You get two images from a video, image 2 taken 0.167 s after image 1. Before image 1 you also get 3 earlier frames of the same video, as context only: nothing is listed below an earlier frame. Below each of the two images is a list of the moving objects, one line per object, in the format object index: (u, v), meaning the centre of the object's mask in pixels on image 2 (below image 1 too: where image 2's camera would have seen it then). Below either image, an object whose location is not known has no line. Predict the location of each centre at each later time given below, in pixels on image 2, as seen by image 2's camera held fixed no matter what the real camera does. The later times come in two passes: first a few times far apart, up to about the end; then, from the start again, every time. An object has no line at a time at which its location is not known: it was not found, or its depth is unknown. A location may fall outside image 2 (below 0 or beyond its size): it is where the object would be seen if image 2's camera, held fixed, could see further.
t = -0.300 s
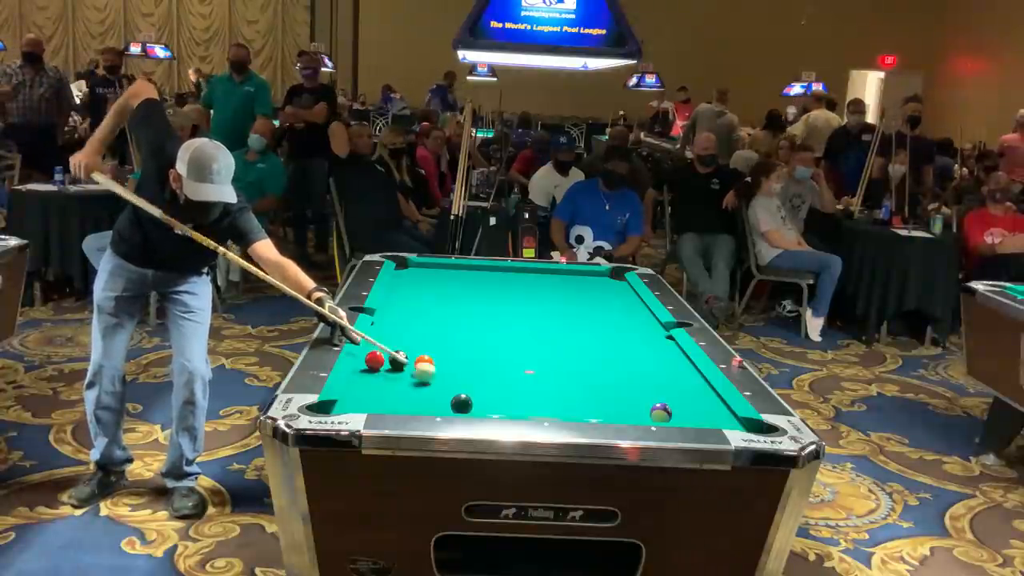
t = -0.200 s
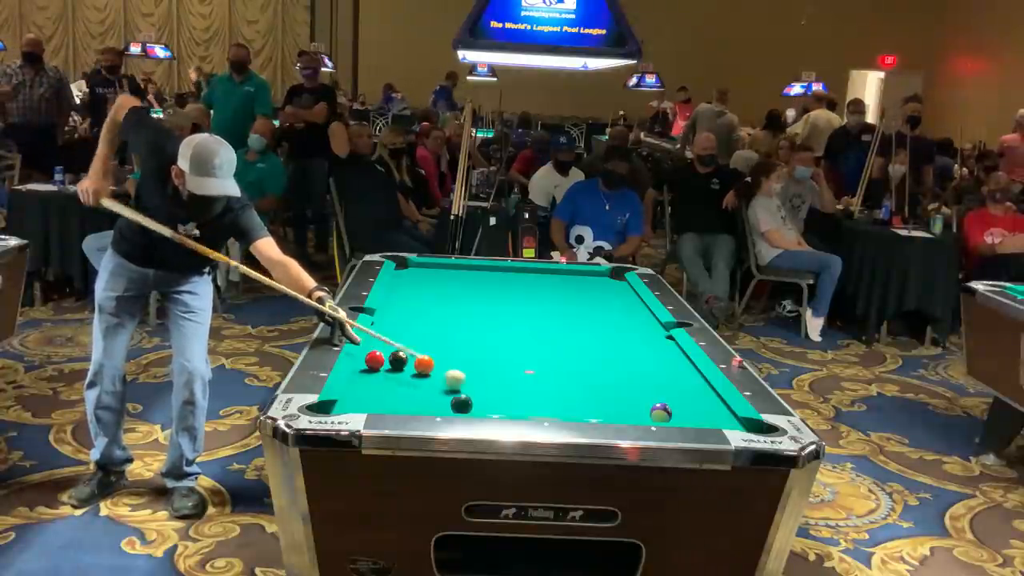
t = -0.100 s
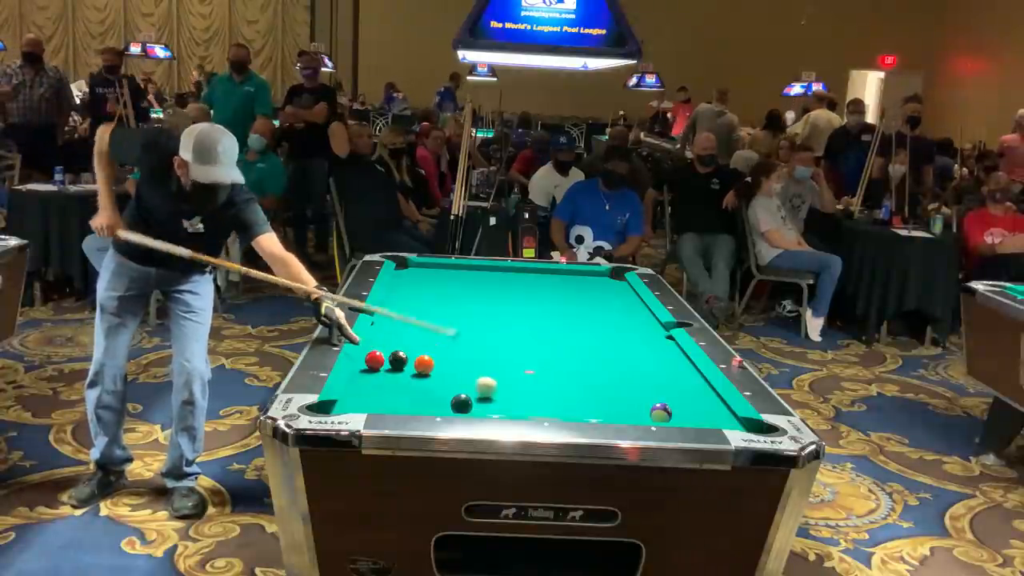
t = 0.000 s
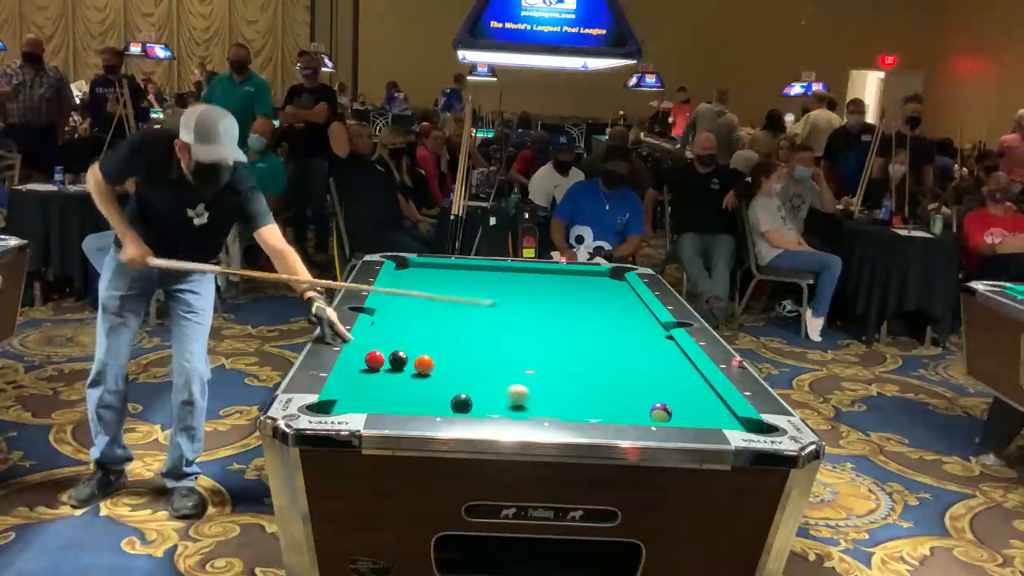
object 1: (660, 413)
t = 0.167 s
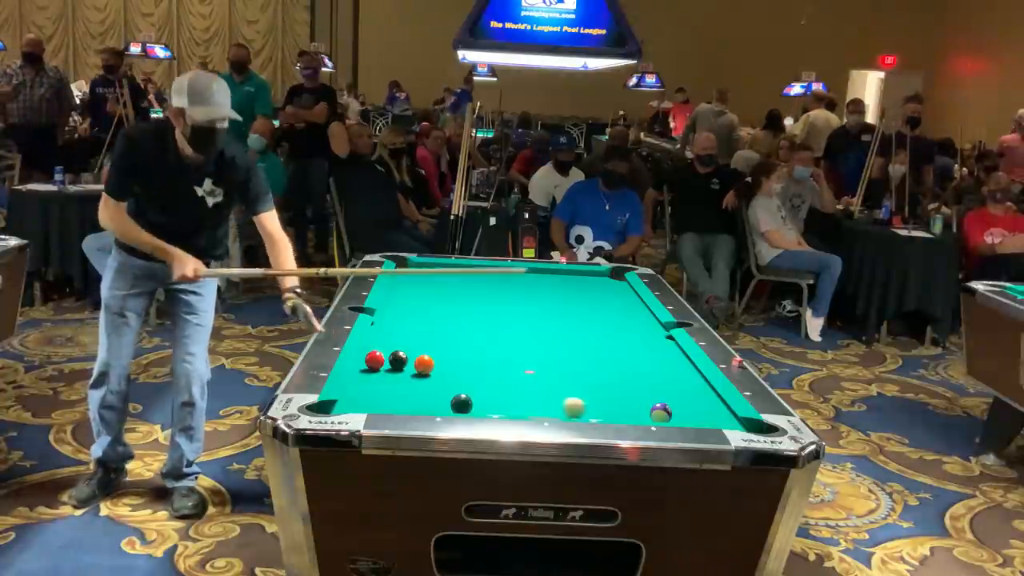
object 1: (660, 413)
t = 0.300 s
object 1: (661, 413)
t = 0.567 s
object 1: (676, 408)
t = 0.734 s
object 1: (688, 403)
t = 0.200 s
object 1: (660, 413)
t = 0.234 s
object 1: (661, 413)
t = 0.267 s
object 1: (660, 413)
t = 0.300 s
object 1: (661, 413)
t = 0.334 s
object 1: (660, 413)
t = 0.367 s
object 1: (661, 413)
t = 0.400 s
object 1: (661, 413)
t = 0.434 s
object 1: (664, 412)
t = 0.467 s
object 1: (667, 411)
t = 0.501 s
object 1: (670, 410)
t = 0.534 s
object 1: (673, 409)
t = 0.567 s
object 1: (676, 408)
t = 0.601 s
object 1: (674, 411)
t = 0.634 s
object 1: (681, 405)
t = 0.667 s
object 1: (682, 405)
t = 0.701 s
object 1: (685, 404)
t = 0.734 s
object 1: (688, 403)
